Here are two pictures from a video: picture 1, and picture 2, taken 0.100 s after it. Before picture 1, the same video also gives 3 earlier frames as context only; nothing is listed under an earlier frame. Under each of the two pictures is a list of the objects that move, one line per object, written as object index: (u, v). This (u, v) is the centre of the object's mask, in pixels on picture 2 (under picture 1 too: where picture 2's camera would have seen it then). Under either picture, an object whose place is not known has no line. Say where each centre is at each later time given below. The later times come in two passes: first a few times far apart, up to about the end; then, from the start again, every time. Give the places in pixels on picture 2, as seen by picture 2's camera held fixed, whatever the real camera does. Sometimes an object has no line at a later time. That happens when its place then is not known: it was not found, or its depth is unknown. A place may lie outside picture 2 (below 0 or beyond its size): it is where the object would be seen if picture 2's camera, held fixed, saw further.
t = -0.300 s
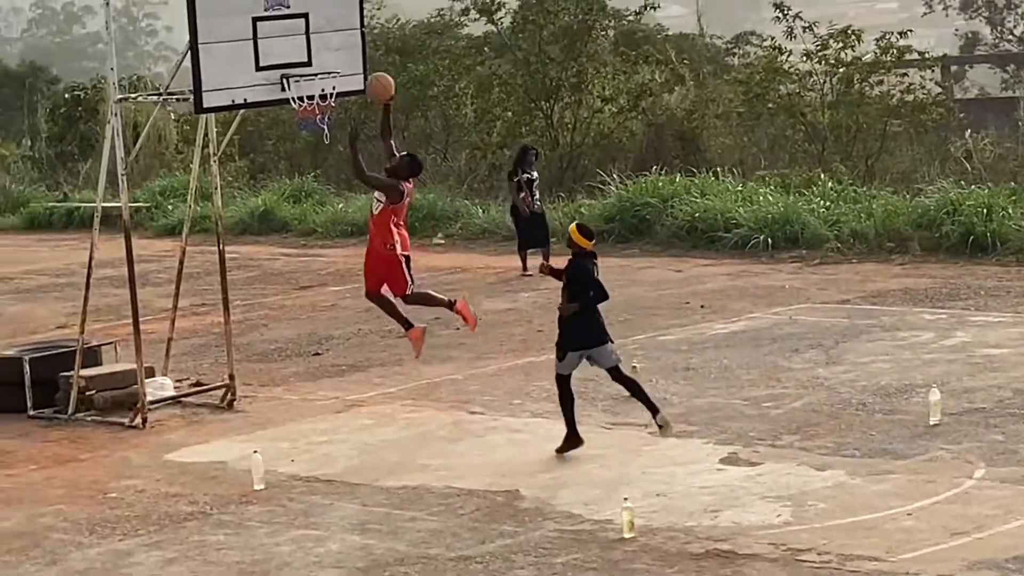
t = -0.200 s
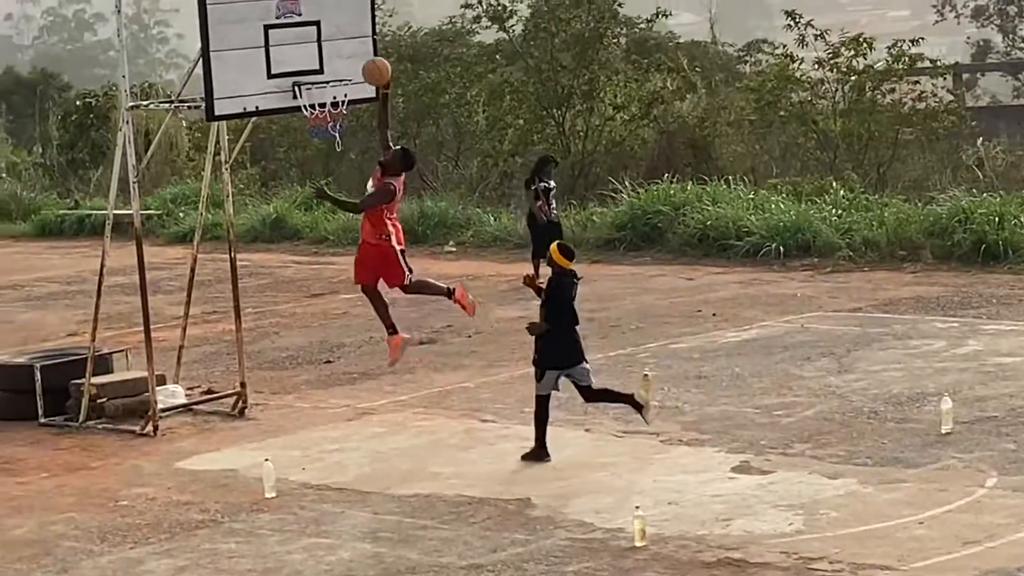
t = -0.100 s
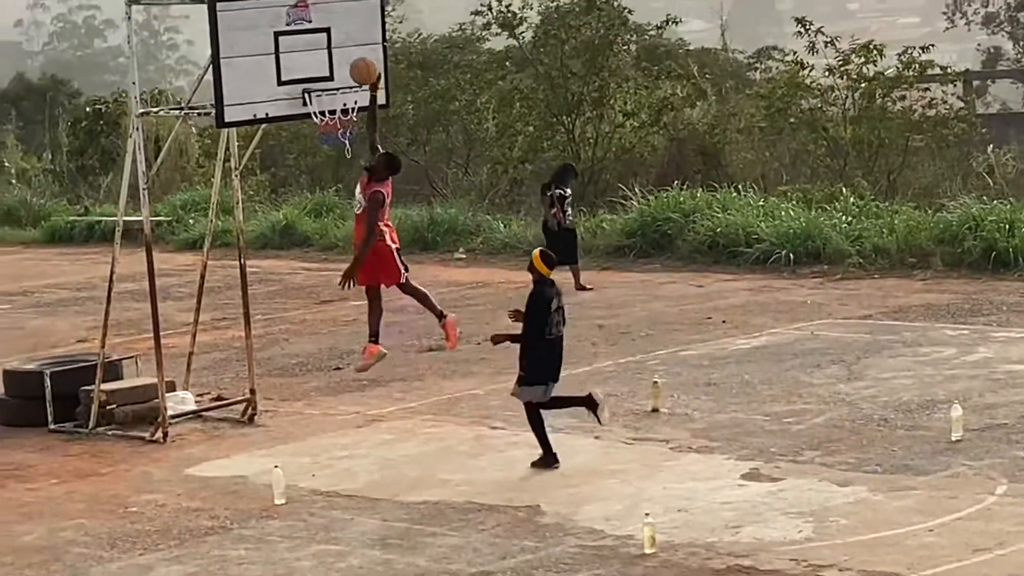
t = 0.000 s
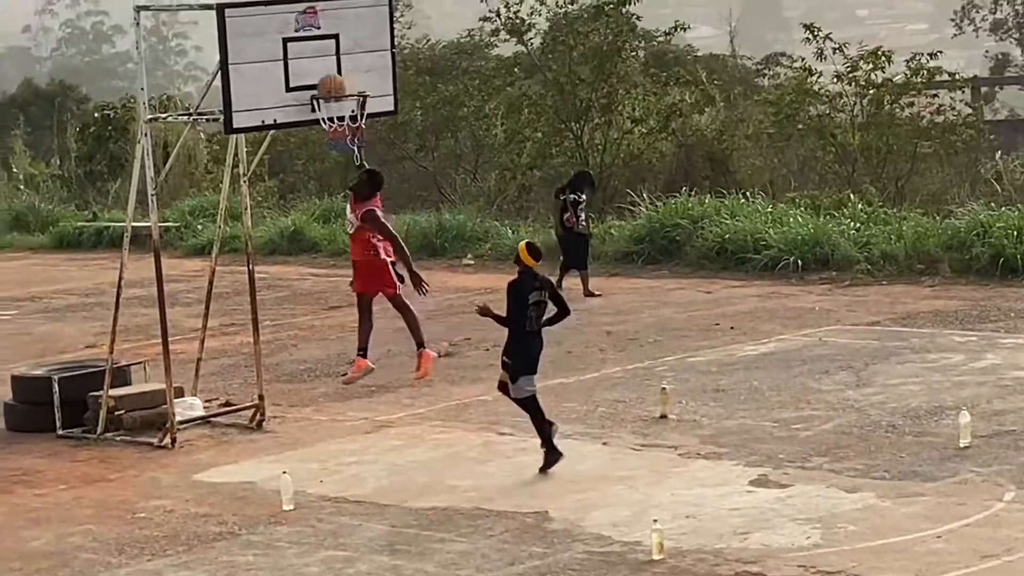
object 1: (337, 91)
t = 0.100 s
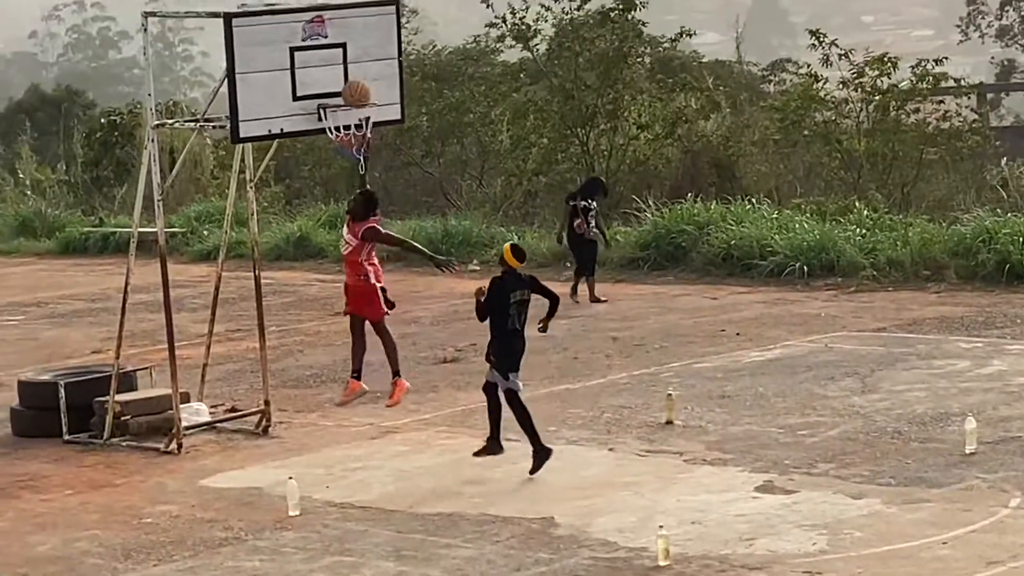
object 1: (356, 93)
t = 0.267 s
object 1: (347, 76)
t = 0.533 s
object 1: (329, 82)
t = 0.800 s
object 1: (354, 98)
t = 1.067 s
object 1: (371, 152)
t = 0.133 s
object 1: (363, 93)
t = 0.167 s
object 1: (360, 87)
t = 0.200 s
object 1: (355, 82)
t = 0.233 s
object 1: (351, 78)
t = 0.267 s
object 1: (347, 76)
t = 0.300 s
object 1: (342, 75)
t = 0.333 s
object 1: (339, 76)
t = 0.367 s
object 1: (335, 77)
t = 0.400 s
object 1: (332, 80)
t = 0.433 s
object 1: (328, 84)
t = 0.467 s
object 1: (324, 90)
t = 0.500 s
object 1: (326, 87)
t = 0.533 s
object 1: (329, 82)
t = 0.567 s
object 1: (332, 80)
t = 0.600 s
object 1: (334, 79)
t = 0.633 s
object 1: (338, 79)
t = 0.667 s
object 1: (341, 80)
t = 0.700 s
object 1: (344, 83)
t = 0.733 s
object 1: (347, 87)
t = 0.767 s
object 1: (351, 91)
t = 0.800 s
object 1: (354, 98)
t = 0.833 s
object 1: (359, 108)
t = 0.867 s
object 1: (363, 116)
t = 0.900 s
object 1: (366, 126)
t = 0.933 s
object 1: (369, 129)
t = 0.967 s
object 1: (368, 136)
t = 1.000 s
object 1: (371, 138)
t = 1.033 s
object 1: (372, 145)
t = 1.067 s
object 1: (371, 152)
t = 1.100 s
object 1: (372, 159)
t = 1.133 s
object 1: (373, 168)
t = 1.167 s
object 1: (373, 178)
